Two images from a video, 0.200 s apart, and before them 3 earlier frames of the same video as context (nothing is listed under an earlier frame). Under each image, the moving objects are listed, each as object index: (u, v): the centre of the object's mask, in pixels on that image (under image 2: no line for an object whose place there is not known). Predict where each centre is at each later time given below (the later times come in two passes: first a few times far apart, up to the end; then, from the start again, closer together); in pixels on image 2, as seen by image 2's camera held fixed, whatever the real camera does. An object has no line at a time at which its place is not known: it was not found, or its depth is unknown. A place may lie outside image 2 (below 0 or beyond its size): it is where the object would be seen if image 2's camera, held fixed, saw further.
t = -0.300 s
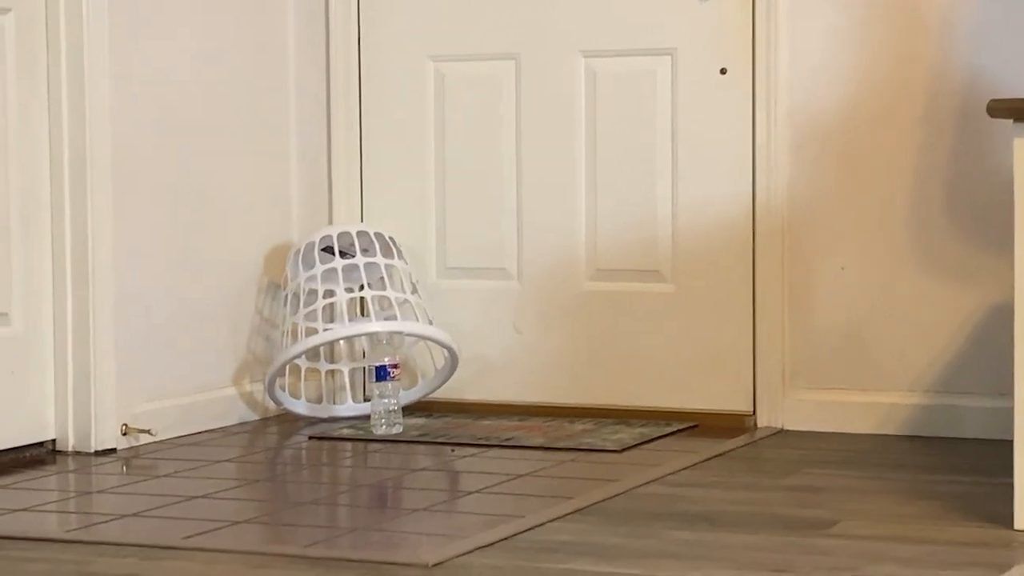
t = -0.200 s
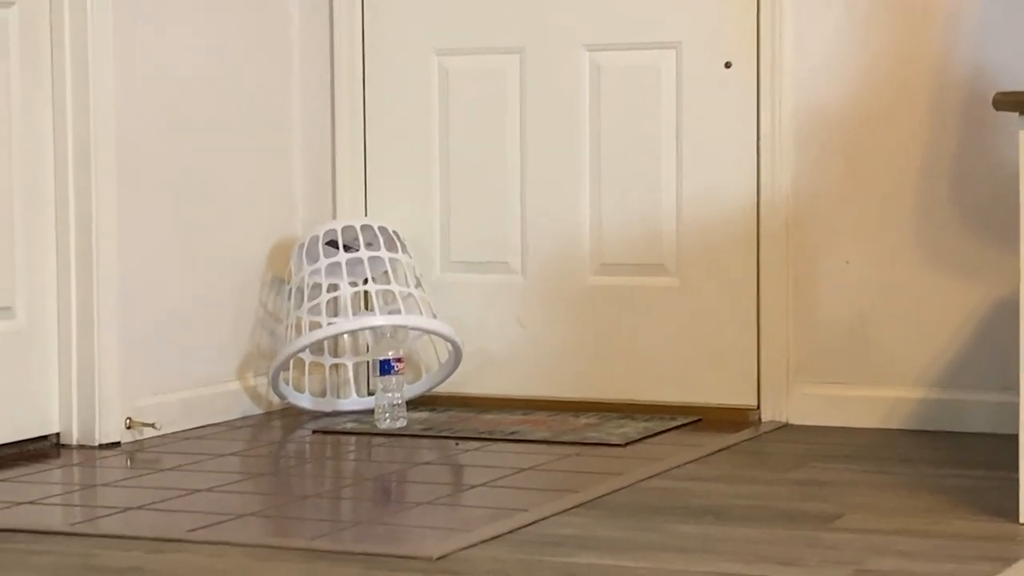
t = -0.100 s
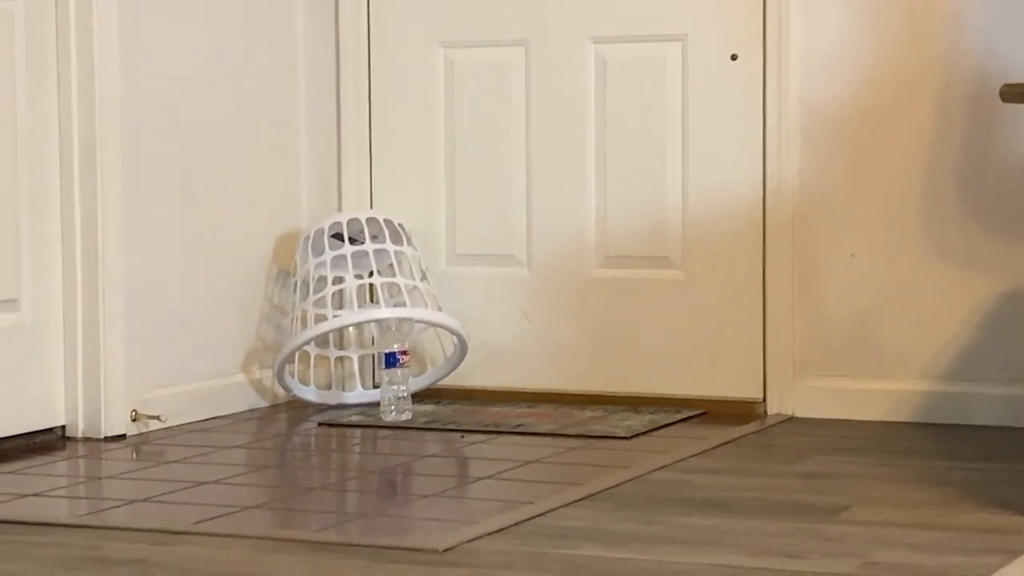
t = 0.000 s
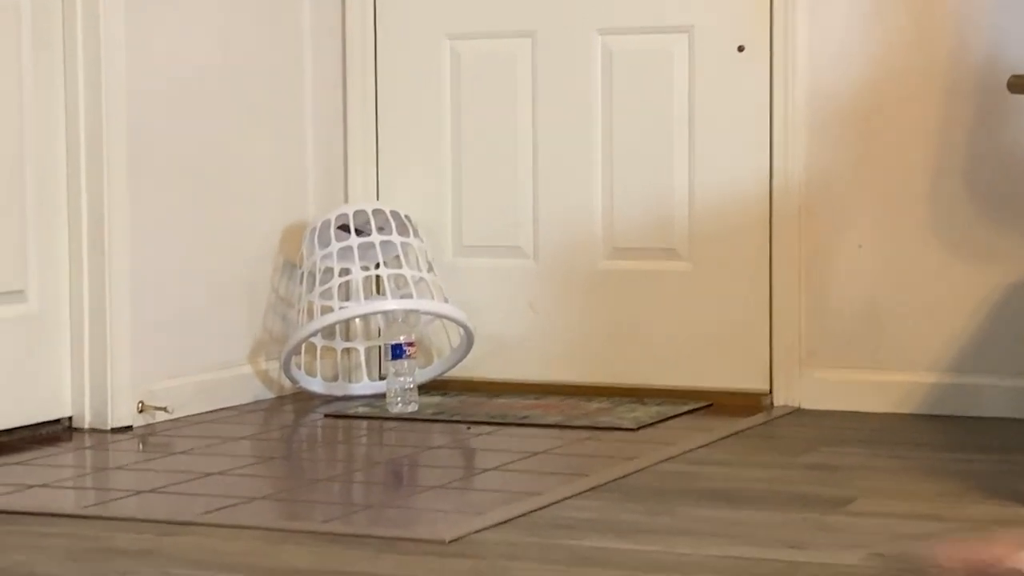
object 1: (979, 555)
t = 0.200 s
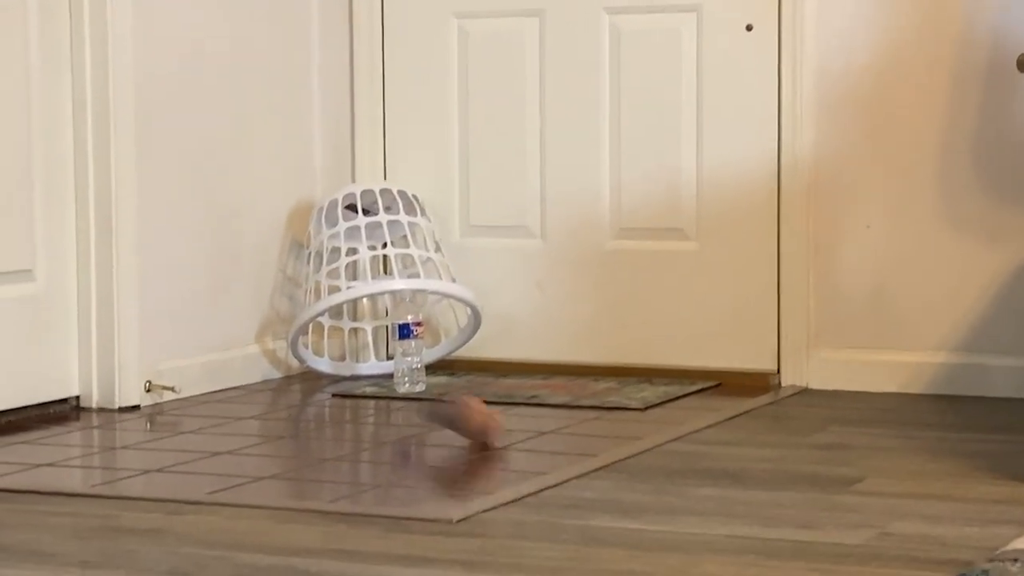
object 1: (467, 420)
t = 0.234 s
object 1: (422, 402)
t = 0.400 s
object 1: (265, 357)
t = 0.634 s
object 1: (351, 350)
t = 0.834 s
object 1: (349, 353)
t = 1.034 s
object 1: (349, 353)
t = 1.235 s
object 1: (349, 353)
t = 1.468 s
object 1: (349, 353)
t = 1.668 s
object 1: (349, 353)
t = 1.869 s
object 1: (349, 354)
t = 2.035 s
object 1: (349, 353)
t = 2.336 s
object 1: (350, 354)
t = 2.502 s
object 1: (349, 353)
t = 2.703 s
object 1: (350, 353)
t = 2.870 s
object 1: (350, 353)
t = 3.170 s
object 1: (350, 353)
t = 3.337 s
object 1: (350, 354)
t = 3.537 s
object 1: (349, 353)
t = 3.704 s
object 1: (349, 354)
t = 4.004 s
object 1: (349, 354)
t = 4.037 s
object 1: (349, 354)
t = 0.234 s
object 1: (422, 402)
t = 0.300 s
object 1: (335, 392)
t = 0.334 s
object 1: (308, 383)
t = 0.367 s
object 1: (278, 370)
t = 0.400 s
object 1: (265, 357)
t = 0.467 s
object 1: (290, 361)
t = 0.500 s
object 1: (299, 368)
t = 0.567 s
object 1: (339, 346)
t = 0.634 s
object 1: (351, 350)
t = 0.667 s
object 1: (350, 349)
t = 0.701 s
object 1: (351, 350)
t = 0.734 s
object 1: (349, 352)
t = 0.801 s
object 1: (349, 353)
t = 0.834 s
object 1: (349, 353)
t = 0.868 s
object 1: (349, 353)
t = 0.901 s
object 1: (349, 353)
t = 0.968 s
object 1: (349, 353)
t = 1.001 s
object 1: (348, 353)
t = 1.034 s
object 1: (349, 353)
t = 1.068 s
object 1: (349, 353)
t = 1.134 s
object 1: (349, 353)
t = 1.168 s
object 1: (349, 353)
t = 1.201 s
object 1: (349, 353)
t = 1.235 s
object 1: (349, 353)
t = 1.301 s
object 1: (349, 353)
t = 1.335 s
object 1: (349, 353)
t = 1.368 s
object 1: (349, 353)
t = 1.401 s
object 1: (350, 353)
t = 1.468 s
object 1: (349, 353)
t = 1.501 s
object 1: (349, 353)
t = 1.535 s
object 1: (349, 353)
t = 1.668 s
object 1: (349, 353)
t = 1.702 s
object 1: (349, 354)
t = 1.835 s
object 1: (349, 353)
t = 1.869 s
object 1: (349, 354)
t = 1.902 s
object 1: (349, 354)
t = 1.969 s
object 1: (349, 354)
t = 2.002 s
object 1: (349, 354)
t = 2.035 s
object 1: (349, 353)
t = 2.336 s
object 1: (350, 354)
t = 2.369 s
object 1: (350, 354)
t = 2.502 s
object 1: (349, 353)
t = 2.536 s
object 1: (349, 353)
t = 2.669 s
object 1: (350, 353)
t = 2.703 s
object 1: (350, 353)
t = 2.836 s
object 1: (350, 353)
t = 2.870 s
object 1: (350, 353)
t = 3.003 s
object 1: (350, 353)
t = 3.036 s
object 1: (350, 353)
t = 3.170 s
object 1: (350, 353)
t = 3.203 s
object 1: (350, 354)
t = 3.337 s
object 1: (350, 354)
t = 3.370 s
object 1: (349, 354)
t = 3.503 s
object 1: (349, 354)
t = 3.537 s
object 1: (349, 353)
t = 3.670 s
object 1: (350, 353)
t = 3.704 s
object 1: (349, 354)
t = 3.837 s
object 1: (349, 353)
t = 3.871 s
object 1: (349, 353)
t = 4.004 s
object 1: (349, 354)
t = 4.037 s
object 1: (349, 354)
